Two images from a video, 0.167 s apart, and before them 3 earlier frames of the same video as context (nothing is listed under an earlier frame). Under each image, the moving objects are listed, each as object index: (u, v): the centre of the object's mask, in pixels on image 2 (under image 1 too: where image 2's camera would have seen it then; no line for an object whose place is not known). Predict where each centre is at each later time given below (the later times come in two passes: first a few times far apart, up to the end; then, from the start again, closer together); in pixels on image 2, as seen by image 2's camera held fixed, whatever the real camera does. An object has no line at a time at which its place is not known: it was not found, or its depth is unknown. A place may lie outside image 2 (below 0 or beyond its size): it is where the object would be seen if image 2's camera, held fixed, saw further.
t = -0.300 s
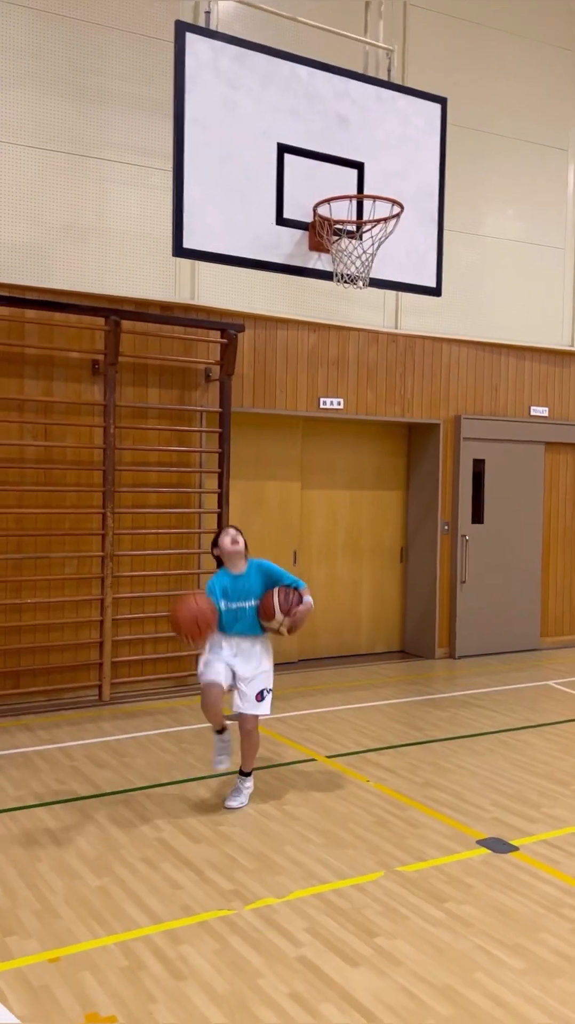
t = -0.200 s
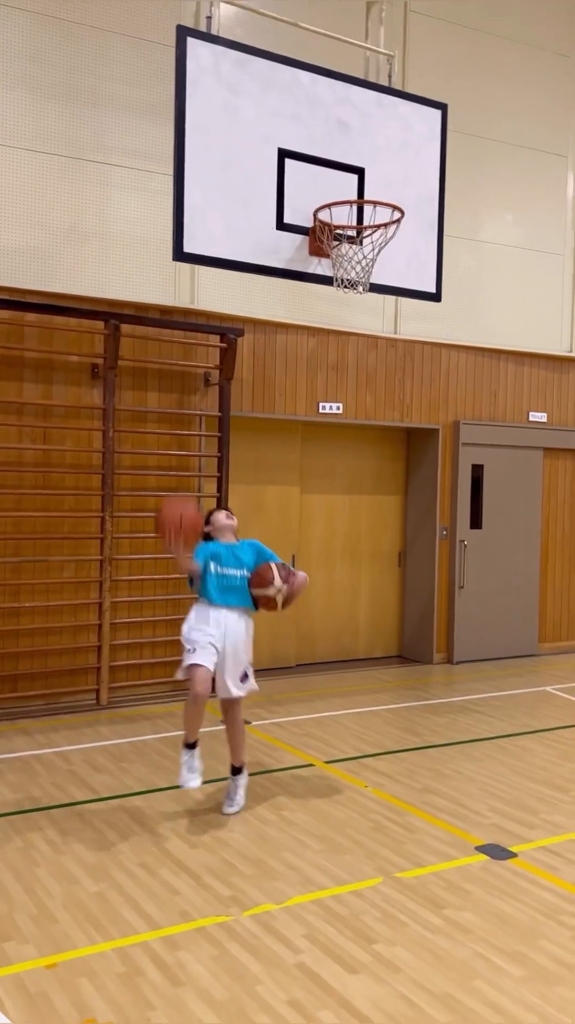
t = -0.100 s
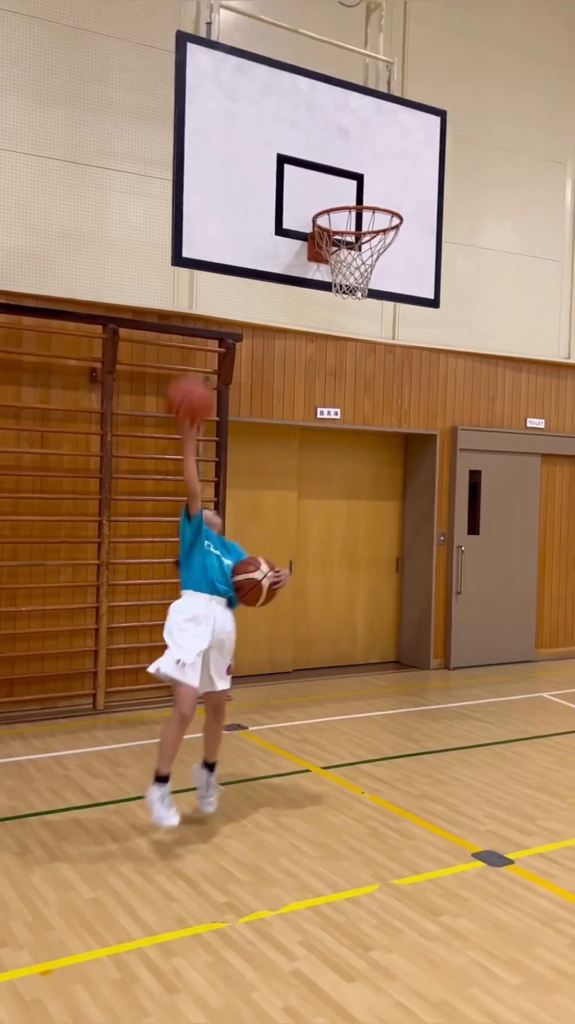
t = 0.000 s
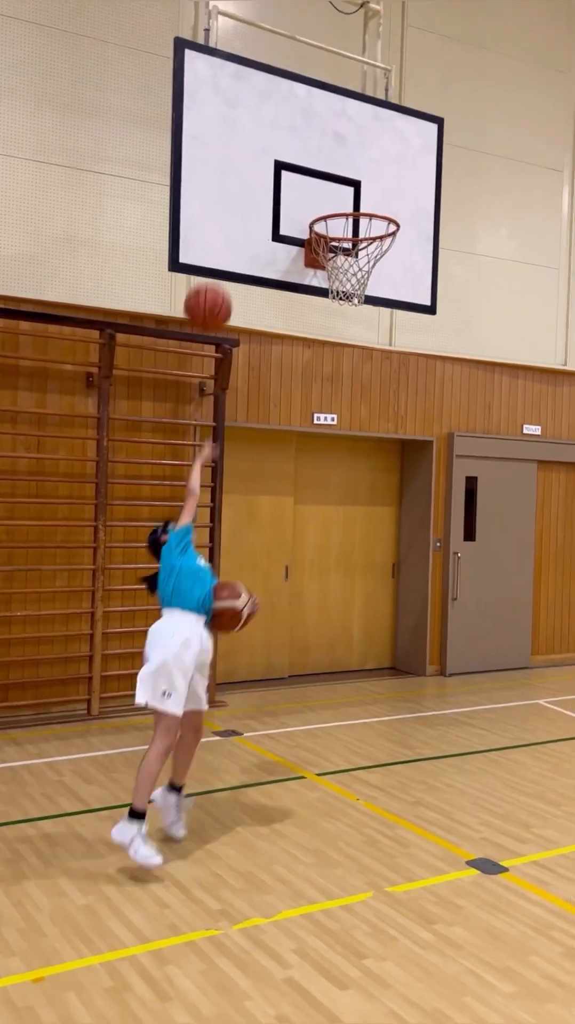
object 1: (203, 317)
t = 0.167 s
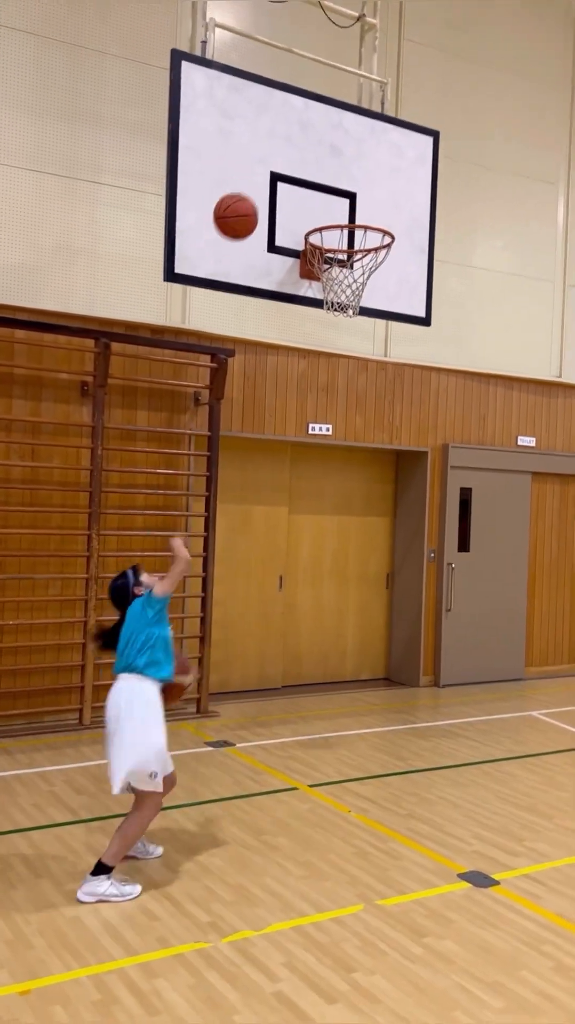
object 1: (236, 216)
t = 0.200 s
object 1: (241, 204)
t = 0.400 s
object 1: (272, 180)
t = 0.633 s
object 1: (318, 213)
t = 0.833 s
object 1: (362, 222)
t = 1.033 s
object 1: (347, 247)
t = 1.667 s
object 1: (331, 537)
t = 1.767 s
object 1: (329, 646)
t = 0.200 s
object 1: (241, 204)
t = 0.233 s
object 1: (247, 194)
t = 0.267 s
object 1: (253, 187)
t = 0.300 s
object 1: (258, 182)
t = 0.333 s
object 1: (263, 179)
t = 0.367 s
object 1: (267, 178)
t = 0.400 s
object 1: (272, 180)
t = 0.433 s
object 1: (277, 183)
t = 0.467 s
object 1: (283, 186)
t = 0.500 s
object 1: (290, 190)
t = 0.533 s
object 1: (298, 197)
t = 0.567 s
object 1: (305, 205)
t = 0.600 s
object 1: (311, 214)
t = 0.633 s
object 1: (318, 213)
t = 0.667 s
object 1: (326, 209)
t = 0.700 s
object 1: (333, 208)
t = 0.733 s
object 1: (340, 208)
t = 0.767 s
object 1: (347, 210)
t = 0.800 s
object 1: (355, 215)
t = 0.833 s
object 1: (362, 222)
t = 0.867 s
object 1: (362, 223)
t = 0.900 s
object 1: (359, 224)
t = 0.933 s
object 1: (356, 227)
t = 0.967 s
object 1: (353, 232)
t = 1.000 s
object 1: (351, 238)
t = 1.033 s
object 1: (347, 247)
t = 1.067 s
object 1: (344, 256)
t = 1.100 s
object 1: (341, 268)
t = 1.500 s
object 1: (335, 400)
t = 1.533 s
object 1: (334, 422)
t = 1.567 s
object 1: (334, 449)
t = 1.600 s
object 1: (332, 474)
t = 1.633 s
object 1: (332, 504)
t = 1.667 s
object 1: (331, 537)
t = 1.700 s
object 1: (330, 571)
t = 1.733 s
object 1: (330, 609)
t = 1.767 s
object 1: (329, 646)
